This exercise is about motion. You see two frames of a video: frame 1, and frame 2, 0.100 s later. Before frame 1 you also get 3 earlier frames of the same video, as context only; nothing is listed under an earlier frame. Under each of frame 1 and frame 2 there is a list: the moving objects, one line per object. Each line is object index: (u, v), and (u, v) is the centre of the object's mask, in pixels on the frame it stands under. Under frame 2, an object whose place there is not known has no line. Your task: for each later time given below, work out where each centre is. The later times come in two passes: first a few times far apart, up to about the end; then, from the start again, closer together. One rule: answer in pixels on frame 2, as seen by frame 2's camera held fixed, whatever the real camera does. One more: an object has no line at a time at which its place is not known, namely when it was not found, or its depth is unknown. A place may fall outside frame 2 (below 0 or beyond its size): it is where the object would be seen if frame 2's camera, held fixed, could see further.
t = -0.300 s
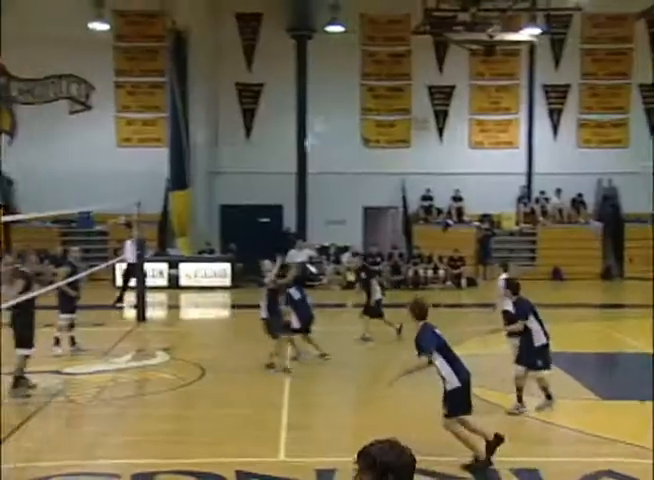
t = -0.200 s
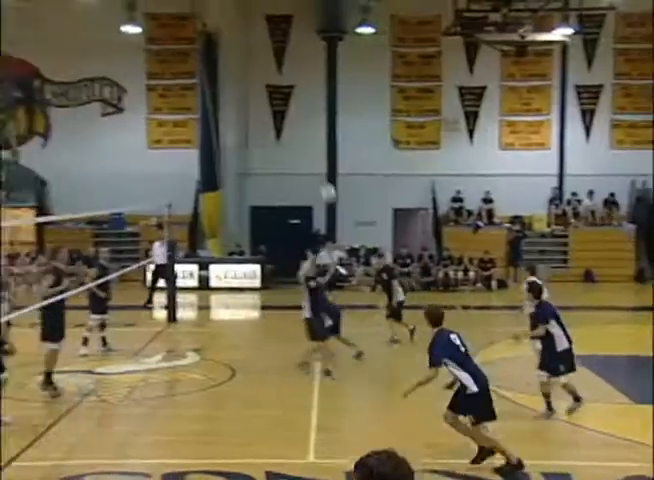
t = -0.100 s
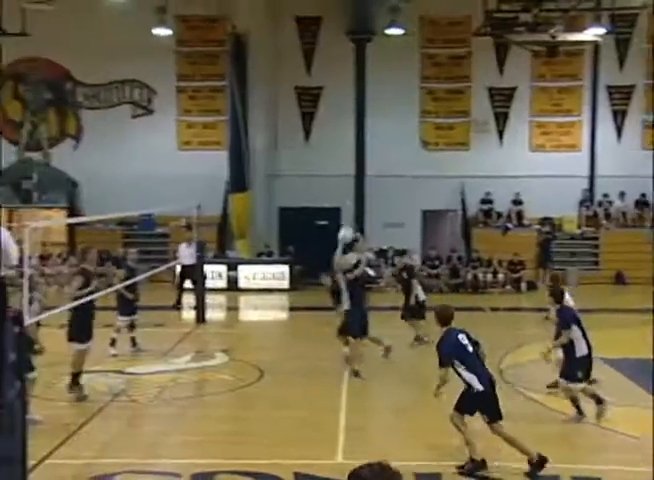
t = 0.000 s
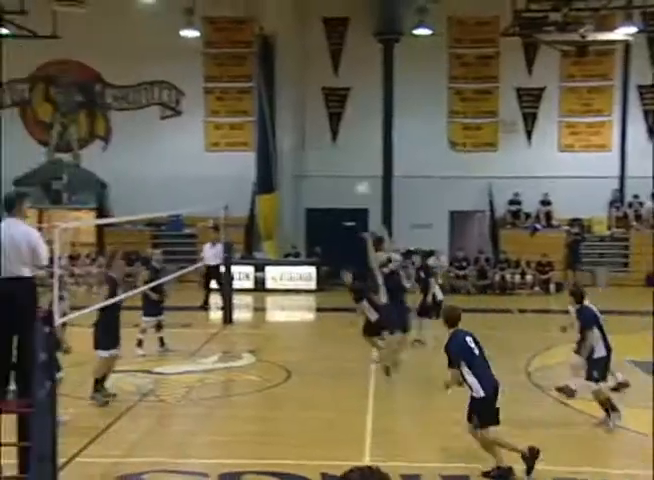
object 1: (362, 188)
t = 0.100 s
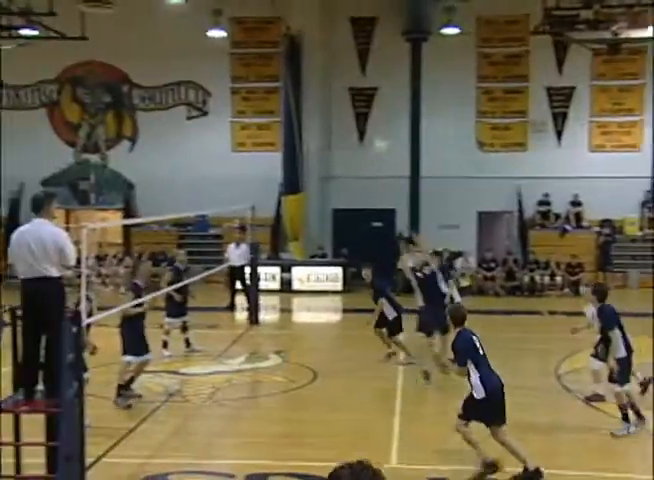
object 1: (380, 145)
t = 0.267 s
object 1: (361, 91)
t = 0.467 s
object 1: (340, 47)
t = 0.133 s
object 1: (376, 132)
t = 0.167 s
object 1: (373, 122)
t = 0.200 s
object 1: (369, 111)
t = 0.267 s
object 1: (361, 91)
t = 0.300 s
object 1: (357, 82)
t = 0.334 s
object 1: (353, 73)
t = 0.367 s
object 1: (350, 65)
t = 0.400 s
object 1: (348, 58)
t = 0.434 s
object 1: (344, 51)
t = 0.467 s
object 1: (340, 47)
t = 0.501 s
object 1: (335, 43)
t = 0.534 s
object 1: (332, 39)
